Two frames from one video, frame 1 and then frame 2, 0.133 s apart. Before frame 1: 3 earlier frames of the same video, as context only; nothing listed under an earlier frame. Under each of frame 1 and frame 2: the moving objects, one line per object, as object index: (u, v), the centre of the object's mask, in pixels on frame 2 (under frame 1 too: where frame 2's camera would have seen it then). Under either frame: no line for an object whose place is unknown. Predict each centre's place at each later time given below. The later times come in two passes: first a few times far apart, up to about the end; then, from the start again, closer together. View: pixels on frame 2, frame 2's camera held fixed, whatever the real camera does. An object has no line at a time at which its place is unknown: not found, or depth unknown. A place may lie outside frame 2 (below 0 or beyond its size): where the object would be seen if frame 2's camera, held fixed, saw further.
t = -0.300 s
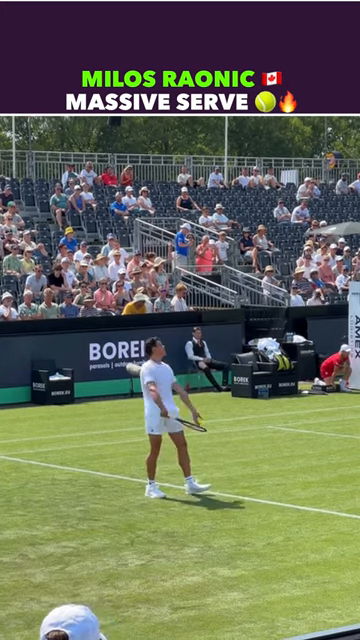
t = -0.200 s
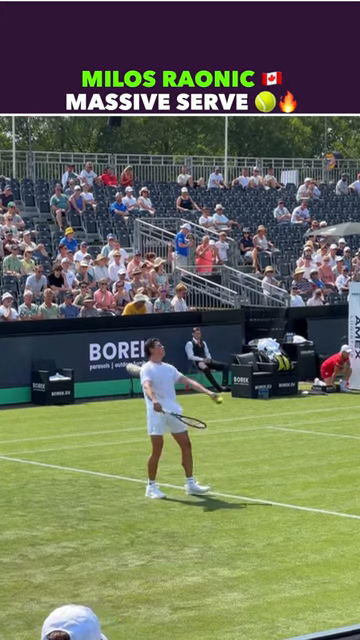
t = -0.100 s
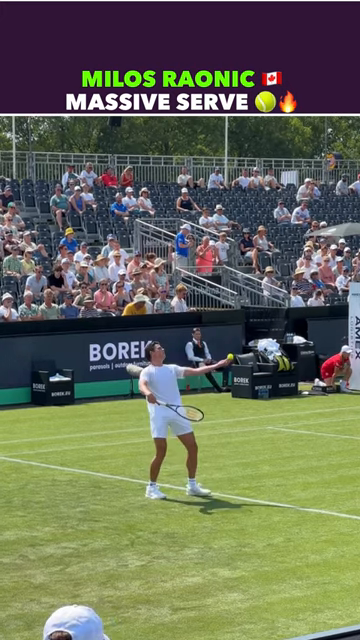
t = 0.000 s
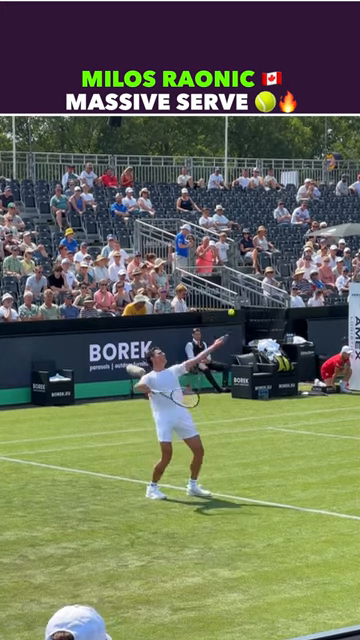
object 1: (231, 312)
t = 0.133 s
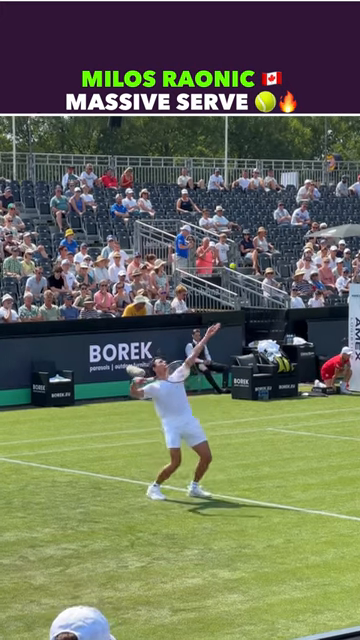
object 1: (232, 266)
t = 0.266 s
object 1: (234, 233)
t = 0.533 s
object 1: (237, 212)
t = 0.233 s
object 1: (234, 240)
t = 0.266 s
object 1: (234, 233)
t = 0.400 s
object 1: (236, 214)
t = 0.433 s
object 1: (236, 212)
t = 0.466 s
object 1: (236, 212)
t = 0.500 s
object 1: (236, 211)
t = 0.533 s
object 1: (237, 212)
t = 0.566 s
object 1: (237, 212)
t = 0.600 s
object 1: (237, 215)
